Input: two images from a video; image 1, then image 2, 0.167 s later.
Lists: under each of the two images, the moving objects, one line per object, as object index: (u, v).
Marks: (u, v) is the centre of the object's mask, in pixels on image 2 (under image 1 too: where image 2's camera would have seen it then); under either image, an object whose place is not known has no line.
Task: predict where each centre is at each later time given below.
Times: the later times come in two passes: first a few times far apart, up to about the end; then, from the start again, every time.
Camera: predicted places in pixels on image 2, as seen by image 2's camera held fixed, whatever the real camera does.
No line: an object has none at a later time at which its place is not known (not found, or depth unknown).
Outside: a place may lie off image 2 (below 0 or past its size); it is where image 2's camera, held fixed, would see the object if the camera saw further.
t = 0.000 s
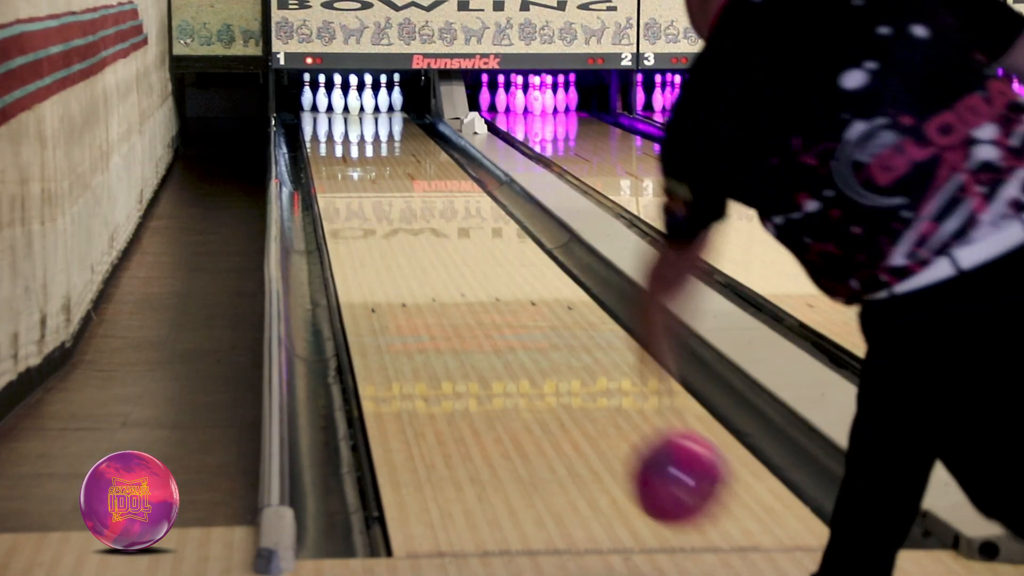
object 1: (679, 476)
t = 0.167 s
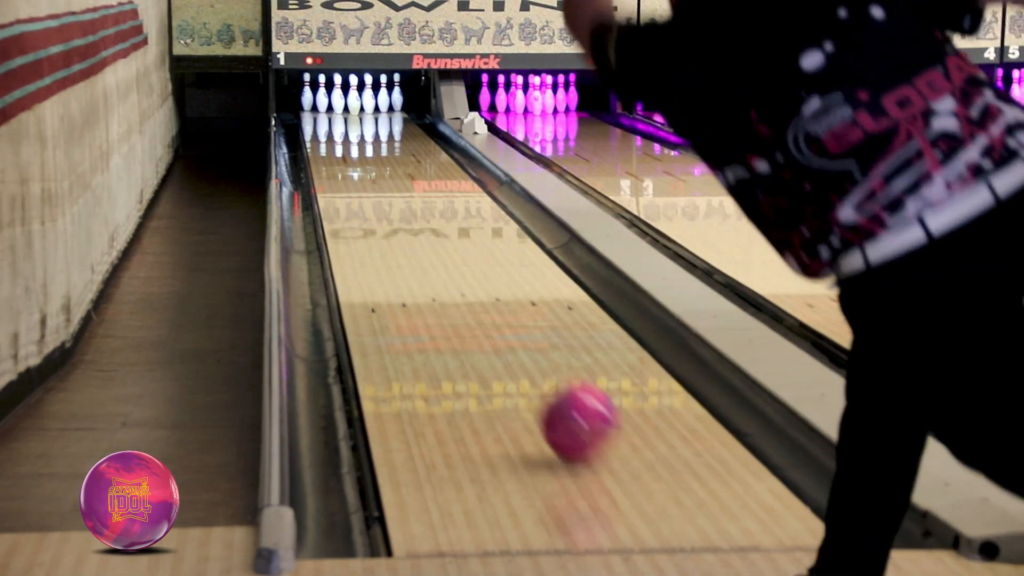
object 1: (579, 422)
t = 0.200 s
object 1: (564, 405)
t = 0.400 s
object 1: (494, 331)
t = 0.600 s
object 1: (447, 278)
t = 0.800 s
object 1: (414, 239)
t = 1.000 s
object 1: (390, 207)
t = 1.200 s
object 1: (372, 183)
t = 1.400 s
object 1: (357, 164)
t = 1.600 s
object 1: (346, 148)
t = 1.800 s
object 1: (338, 135)
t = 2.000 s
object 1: (335, 124)
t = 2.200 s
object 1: (339, 116)
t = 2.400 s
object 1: (348, 107)
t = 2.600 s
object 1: (355, 101)
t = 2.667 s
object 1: (359, 100)
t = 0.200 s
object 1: (564, 405)
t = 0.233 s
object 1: (550, 393)
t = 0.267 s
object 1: (536, 380)
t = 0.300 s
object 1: (525, 367)
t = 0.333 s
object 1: (514, 354)
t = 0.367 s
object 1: (504, 342)
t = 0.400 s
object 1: (494, 331)
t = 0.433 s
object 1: (485, 321)
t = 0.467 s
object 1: (477, 312)
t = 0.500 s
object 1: (469, 303)
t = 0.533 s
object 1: (461, 294)
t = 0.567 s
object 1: (454, 286)
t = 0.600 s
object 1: (447, 278)
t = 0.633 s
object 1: (441, 271)
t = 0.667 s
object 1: (435, 264)
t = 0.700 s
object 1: (430, 257)
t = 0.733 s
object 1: (424, 251)
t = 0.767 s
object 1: (419, 245)
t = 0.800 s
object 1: (414, 239)
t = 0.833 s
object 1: (410, 233)
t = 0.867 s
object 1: (406, 228)
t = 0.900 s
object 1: (401, 222)
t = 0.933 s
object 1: (398, 217)
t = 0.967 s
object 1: (394, 213)
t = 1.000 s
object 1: (390, 207)
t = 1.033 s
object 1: (387, 203)
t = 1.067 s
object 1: (383, 198)
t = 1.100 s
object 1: (380, 194)
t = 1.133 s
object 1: (377, 191)
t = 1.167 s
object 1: (374, 187)
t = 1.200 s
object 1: (372, 183)
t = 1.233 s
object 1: (369, 180)
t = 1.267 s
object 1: (367, 176)
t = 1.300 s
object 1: (364, 173)
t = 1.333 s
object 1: (362, 170)
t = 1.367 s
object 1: (359, 167)
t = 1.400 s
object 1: (357, 164)
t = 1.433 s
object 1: (355, 161)
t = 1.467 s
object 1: (353, 158)
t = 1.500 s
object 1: (351, 156)
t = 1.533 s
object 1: (349, 153)
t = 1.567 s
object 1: (347, 151)
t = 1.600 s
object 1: (346, 148)
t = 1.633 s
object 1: (344, 146)
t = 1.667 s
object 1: (342, 143)
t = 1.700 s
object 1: (340, 141)
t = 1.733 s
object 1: (340, 139)
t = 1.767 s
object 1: (338, 137)
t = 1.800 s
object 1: (338, 135)
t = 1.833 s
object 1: (337, 133)
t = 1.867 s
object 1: (336, 131)
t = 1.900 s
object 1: (336, 129)
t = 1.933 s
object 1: (336, 128)
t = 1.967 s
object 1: (335, 126)
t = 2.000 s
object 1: (335, 124)
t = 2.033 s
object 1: (335, 123)
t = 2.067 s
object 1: (336, 121)
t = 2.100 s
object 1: (337, 120)
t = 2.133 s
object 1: (337, 118)
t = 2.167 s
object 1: (338, 117)
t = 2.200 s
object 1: (339, 116)
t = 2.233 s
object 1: (340, 114)
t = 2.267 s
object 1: (342, 112)
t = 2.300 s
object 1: (343, 111)
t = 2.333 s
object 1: (345, 110)
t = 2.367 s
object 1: (346, 108)
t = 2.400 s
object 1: (348, 107)
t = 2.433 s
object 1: (350, 105)
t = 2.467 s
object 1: (349, 104)
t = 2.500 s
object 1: (349, 104)
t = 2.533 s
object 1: (351, 103)
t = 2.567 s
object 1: (353, 102)
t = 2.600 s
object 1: (355, 101)
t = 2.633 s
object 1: (357, 101)
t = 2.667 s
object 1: (359, 100)
